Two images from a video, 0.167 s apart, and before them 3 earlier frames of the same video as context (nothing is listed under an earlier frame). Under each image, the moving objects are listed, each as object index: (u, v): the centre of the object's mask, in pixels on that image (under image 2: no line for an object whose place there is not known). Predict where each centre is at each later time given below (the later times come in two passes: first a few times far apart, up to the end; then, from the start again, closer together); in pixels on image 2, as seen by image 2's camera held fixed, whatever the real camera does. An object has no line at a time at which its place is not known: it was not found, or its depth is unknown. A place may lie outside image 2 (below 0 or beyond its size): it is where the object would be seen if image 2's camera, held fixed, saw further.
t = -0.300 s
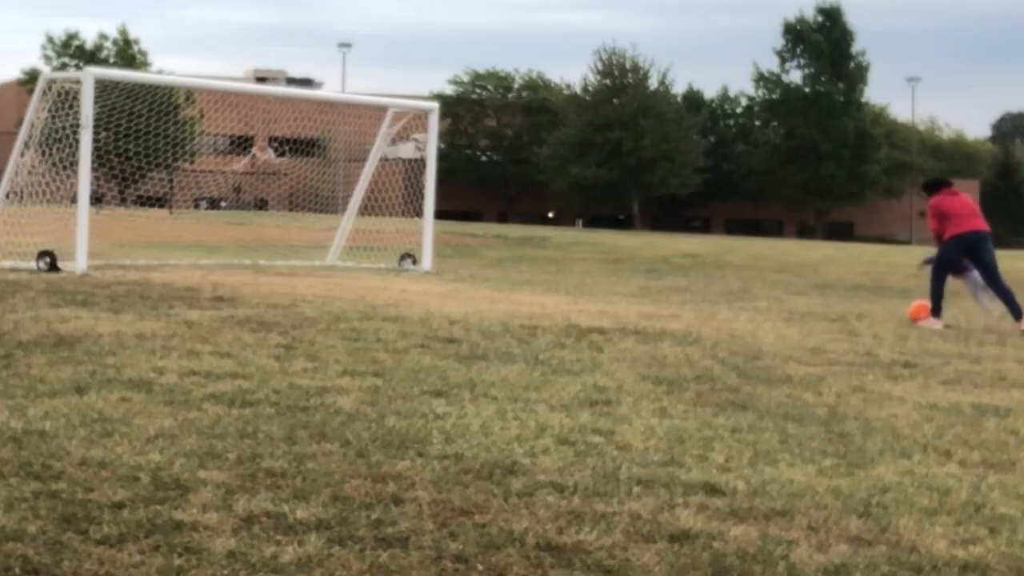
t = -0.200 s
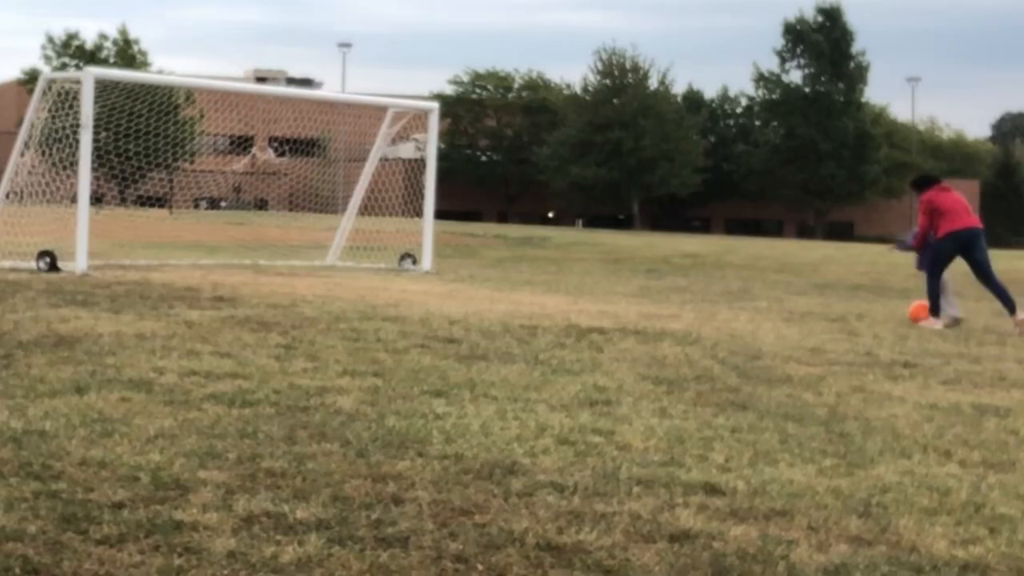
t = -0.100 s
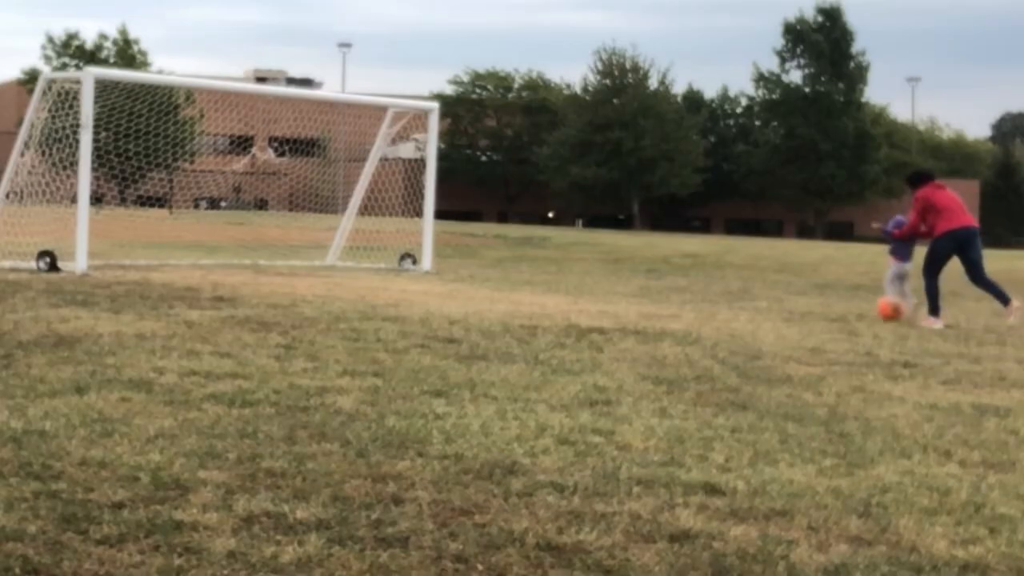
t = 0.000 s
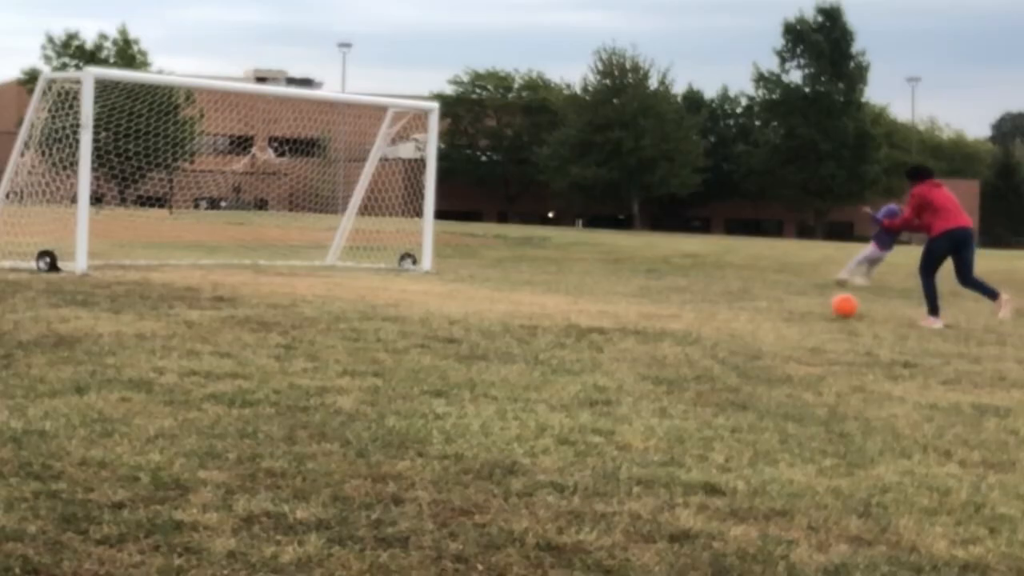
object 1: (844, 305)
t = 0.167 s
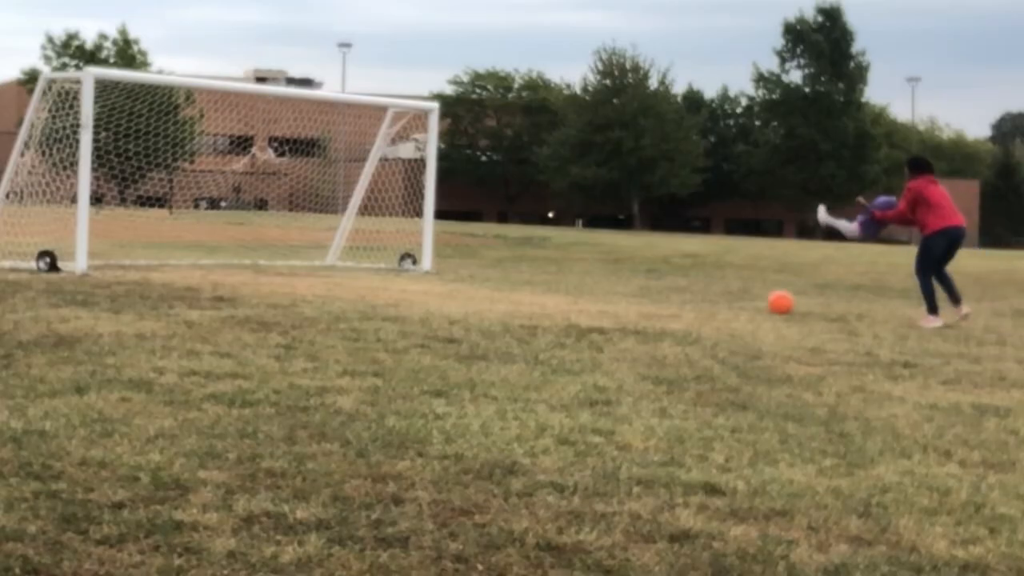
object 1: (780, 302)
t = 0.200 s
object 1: (769, 302)
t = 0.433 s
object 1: (697, 294)
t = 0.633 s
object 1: (642, 290)
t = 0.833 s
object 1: (591, 287)
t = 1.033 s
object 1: (545, 284)
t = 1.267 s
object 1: (498, 280)
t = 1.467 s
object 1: (461, 279)
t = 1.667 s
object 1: (430, 276)
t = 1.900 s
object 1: (395, 274)
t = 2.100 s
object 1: (368, 272)
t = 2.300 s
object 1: (344, 270)
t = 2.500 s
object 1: (321, 269)
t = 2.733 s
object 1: (299, 268)
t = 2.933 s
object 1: (281, 267)
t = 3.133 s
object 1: (265, 266)
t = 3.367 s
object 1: (249, 264)
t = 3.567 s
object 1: (236, 264)
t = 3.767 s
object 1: (225, 263)
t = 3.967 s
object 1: (217, 262)
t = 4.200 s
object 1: (211, 261)
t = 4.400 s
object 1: (207, 260)
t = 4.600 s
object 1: (202, 260)
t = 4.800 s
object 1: (198, 259)
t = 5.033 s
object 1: (195, 260)
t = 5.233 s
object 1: (193, 260)
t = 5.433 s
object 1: (192, 260)
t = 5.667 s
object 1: (193, 260)
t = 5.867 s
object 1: (193, 260)
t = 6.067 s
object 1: (193, 260)
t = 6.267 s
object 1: (193, 260)
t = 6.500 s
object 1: (193, 260)
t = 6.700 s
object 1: (193, 260)
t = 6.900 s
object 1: (193, 260)
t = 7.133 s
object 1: (193, 260)
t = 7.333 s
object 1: (193, 260)
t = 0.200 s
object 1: (769, 302)
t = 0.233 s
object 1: (759, 299)
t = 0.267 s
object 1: (748, 296)
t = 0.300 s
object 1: (738, 296)
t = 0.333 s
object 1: (727, 296)
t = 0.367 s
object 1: (716, 297)
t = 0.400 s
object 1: (707, 296)
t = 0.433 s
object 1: (697, 294)
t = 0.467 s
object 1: (687, 293)
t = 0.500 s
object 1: (678, 293)
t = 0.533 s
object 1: (669, 293)
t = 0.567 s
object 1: (659, 292)
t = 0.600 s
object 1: (650, 291)
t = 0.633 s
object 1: (642, 290)
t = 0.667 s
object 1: (633, 289)
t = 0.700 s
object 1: (624, 289)
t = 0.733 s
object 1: (616, 288)
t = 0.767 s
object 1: (608, 287)
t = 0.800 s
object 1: (599, 287)
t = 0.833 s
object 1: (591, 287)
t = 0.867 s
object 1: (583, 286)
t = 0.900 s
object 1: (575, 285)
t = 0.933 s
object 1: (568, 285)
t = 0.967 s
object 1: (560, 285)
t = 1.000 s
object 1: (553, 284)
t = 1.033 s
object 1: (545, 284)
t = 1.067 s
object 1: (538, 283)
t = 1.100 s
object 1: (531, 282)
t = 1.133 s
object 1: (524, 283)
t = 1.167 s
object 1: (517, 282)
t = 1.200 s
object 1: (511, 281)
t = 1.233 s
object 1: (504, 281)
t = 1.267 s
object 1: (498, 280)
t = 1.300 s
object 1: (491, 281)
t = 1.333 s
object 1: (485, 280)
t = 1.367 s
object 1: (479, 279)
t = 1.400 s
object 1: (472, 278)
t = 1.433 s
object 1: (467, 277)
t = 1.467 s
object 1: (461, 279)
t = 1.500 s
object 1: (455, 278)
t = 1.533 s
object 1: (450, 277)
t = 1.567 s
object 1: (445, 276)
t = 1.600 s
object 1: (440, 276)
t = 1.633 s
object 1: (435, 277)
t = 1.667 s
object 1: (430, 276)
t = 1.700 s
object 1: (424, 276)
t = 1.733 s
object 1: (419, 276)
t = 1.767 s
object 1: (414, 276)
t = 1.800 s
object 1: (409, 275)
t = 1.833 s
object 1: (404, 274)
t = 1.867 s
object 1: (399, 274)
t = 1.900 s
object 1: (395, 274)
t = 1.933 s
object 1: (390, 274)
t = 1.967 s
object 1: (386, 274)
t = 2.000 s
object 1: (381, 273)
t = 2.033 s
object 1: (376, 273)
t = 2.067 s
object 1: (372, 273)
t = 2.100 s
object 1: (368, 272)
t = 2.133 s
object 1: (364, 272)
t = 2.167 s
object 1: (359, 272)
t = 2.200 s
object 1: (355, 271)
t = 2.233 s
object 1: (351, 271)
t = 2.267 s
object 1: (348, 271)
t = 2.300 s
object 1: (344, 270)
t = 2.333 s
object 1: (340, 270)
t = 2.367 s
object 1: (337, 271)
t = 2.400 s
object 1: (333, 270)
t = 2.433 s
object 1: (329, 270)
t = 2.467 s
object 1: (325, 269)
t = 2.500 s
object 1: (321, 269)
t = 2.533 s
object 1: (318, 269)
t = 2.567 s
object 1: (314, 269)
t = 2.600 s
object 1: (311, 268)
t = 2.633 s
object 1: (309, 268)
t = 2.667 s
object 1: (305, 268)
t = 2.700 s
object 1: (302, 268)
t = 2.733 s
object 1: (299, 268)
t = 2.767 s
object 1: (296, 268)
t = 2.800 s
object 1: (293, 268)
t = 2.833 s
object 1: (290, 268)
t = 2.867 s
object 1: (287, 268)
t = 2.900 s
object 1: (285, 267)
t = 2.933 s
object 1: (281, 267)
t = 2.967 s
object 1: (279, 267)
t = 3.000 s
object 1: (275, 267)
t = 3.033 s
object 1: (273, 266)
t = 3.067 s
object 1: (271, 266)
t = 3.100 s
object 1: (268, 266)
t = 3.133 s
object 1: (265, 266)
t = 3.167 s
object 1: (263, 266)
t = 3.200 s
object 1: (260, 265)
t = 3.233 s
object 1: (258, 265)
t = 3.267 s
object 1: (256, 265)
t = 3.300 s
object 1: (254, 265)
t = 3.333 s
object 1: (252, 264)
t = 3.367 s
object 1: (249, 264)
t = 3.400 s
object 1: (246, 264)
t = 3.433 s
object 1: (244, 264)
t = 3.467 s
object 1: (242, 264)
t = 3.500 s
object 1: (240, 264)
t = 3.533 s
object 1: (238, 264)
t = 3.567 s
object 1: (236, 264)
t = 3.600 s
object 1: (234, 264)
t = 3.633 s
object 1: (232, 263)
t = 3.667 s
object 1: (230, 263)
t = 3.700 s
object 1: (228, 263)
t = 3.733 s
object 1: (226, 263)
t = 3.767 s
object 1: (225, 263)
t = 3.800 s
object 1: (223, 263)
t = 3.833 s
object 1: (222, 263)
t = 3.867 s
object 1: (221, 262)
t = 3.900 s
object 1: (219, 262)
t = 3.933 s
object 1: (218, 262)
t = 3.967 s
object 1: (217, 262)
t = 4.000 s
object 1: (216, 262)
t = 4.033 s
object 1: (215, 262)
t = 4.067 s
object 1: (215, 262)
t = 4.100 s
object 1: (214, 262)
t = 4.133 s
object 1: (213, 262)
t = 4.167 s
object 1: (212, 261)
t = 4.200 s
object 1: (211, 261)
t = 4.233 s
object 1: (210, 261)
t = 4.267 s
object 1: (209, 261)
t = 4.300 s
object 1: (209, 260)
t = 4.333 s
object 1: (208, 260)
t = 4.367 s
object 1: (208, 260)
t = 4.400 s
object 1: (207, 260)
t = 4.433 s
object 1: (206, 260)
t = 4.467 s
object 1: (205, 260)
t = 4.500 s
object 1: (204, 260)
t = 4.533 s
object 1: (203, 260)
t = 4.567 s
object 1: (202, 260)
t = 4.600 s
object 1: (202, 260)
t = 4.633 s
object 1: (201, 260)
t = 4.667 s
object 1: (200, 260)
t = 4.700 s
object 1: (200, 260)
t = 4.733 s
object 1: (199, 260)
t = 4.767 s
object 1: (199, 260)
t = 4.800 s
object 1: (198, 259)
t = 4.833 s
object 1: (198, 260)
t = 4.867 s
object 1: (198, 259)
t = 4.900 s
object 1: (197, 259)
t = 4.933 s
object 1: (197, 259)
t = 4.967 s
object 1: (196, 260)
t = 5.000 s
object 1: (196, 260)
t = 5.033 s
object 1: (195, 260)
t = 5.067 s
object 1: (195, 260)
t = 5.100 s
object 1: (195, 260)
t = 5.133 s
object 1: (195, 260)
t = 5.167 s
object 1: (194, 260)
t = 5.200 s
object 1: (194, 260)
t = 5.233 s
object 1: (193, 260)
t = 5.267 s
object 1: (193, 260)
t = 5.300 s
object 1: (193, 260)
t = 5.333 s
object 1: (193, 260)
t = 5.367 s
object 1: (192, 260)
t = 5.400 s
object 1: (192, 260)
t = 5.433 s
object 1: (192, 260)
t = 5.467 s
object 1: (192, 260)
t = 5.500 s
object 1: (192, 260)
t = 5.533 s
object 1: (192, 260)
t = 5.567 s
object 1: (192, 260)
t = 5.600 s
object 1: (192, 260)
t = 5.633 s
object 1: (192, 260)
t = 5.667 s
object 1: (193, 260)
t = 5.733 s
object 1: (193, 260)
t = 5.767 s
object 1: (193, 260)
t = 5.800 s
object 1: (193, 260)
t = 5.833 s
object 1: (193, 260)
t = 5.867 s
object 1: (193, 260)
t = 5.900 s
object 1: (193, 260)
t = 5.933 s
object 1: (193, 260)
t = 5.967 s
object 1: (193, 260)
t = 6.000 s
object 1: (193, 260)
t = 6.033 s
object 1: (193, 260)
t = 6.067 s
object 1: (193, 260)
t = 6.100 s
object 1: (193, 260)
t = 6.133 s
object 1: (193, 260)
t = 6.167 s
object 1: (193, 260)
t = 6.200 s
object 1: (193, 260)
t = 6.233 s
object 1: (193, 260)
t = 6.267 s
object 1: (193, 260)
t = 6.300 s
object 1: (193, 260)
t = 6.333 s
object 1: (193, 260)
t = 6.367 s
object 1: (193, 260)
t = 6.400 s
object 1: (193, 260)
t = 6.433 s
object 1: (193, 260)
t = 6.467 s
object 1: (193, 260)
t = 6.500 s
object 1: (193, 260)
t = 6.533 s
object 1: (193, 260)
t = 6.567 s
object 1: (193, 260)
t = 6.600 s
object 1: (193, 260)
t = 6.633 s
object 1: (193, 260)
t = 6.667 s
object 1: (193, 260)
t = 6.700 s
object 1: (193, 260)
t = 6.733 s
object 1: (193, 260)
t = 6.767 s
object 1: (193, 260)
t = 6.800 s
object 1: (193, 260)
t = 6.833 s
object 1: (193, 260)
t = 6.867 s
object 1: (193, 260)
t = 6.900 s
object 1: (193, 260)
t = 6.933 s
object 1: (193, 260)
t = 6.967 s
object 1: (193, 260)
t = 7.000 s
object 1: (193, 260)
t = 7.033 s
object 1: (193, 260)
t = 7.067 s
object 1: (193, 260)
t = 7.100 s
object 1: (193, 260)
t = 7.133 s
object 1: (193, 260)
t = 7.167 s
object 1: (193, 260)
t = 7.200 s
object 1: (193, 260)
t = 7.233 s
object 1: (193, 260)
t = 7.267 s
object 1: (193, 260)
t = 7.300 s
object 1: (193, 260)
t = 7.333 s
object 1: (193, 260)
